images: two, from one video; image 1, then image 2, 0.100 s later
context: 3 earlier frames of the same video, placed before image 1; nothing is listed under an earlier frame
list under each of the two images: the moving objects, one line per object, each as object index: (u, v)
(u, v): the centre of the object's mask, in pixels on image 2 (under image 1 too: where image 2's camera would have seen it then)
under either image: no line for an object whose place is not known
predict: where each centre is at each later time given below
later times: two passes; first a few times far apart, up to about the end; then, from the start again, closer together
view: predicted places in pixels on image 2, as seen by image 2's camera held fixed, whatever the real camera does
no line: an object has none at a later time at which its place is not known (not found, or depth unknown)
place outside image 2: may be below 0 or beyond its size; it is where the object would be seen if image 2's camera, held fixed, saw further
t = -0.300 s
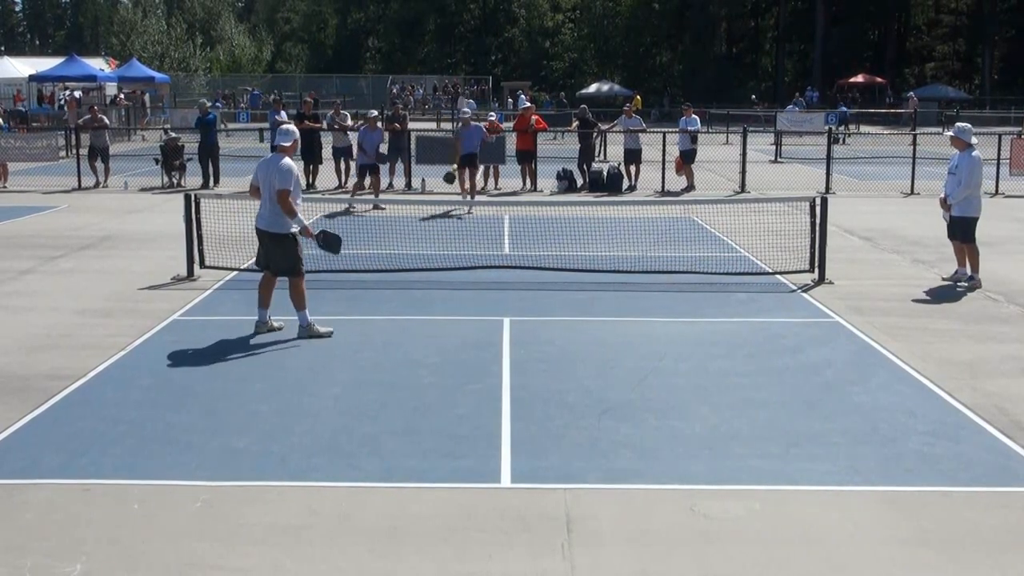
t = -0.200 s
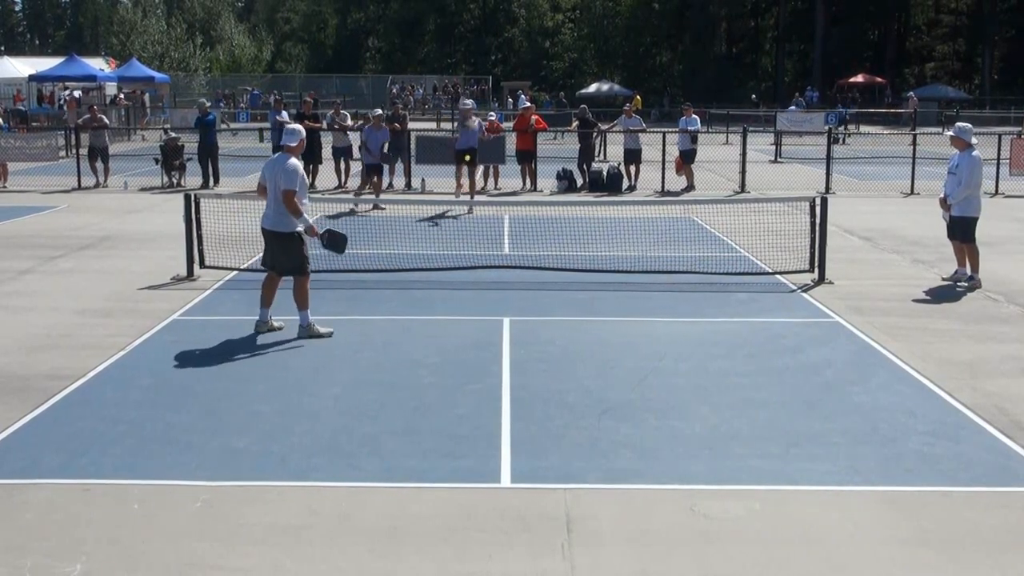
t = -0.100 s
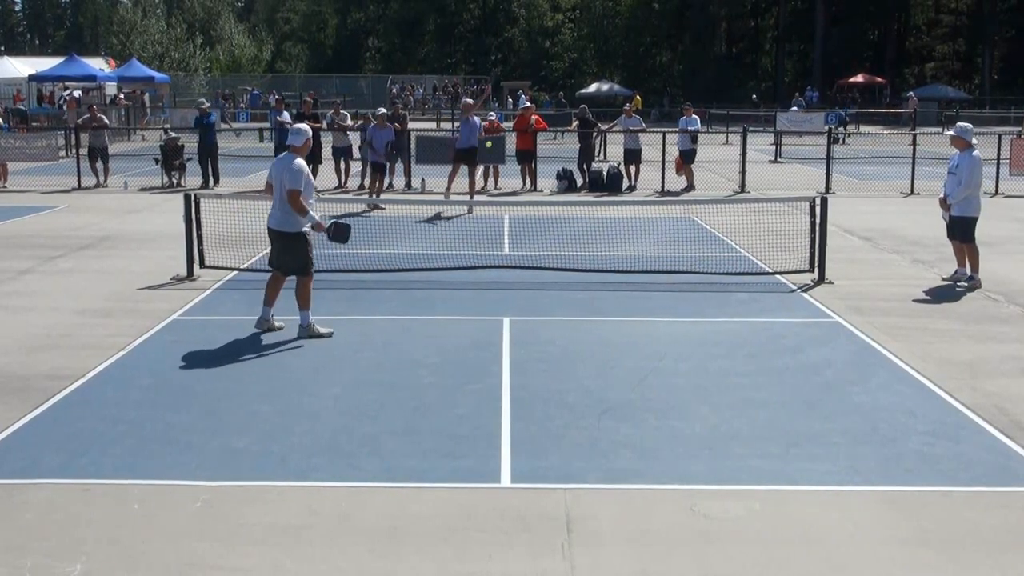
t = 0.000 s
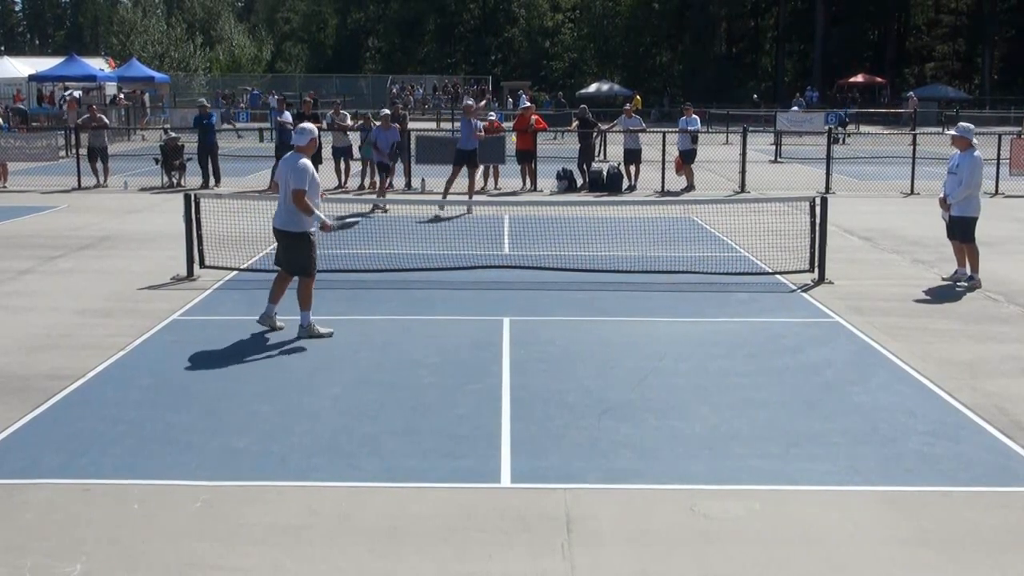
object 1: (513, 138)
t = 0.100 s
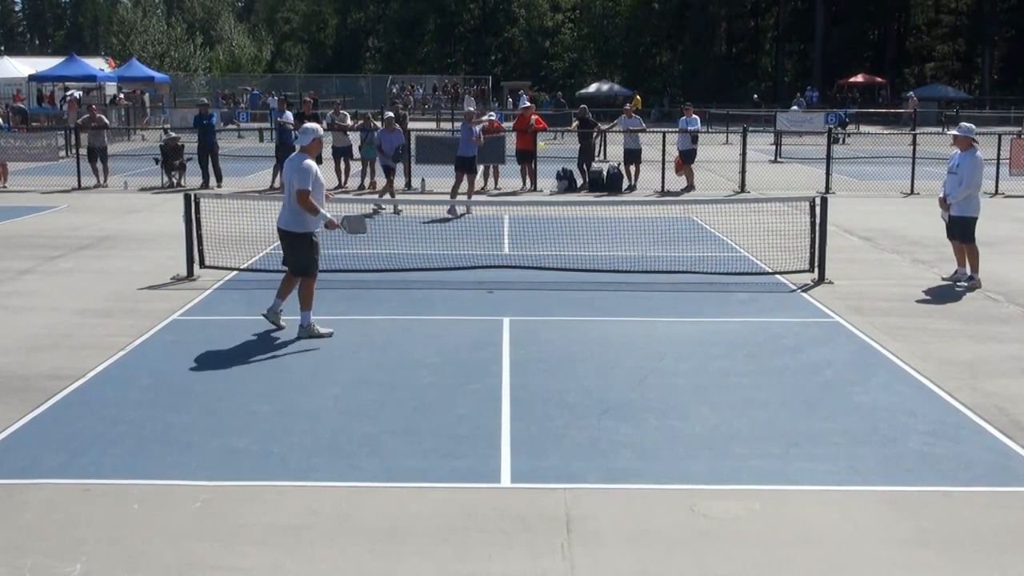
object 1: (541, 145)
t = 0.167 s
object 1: (562, 158)
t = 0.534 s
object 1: (742, 425)
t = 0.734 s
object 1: (869, 401)
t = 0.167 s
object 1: (562, 158)
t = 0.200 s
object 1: (573, 167)
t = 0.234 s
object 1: (586, 180)
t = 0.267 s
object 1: (599, 192)
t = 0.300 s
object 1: (613, 208)
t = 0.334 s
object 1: (628, 226)
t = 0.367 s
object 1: (643, 248)
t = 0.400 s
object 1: (660, 274)
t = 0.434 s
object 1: (679, 303)
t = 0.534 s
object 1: (742, 425)
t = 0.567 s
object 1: (761, 420)
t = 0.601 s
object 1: (779, 412)
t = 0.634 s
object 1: (799, 406)
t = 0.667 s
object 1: (820, 402)
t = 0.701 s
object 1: (844, 400)
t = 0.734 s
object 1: (869, 401)
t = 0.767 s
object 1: (895, 404)
